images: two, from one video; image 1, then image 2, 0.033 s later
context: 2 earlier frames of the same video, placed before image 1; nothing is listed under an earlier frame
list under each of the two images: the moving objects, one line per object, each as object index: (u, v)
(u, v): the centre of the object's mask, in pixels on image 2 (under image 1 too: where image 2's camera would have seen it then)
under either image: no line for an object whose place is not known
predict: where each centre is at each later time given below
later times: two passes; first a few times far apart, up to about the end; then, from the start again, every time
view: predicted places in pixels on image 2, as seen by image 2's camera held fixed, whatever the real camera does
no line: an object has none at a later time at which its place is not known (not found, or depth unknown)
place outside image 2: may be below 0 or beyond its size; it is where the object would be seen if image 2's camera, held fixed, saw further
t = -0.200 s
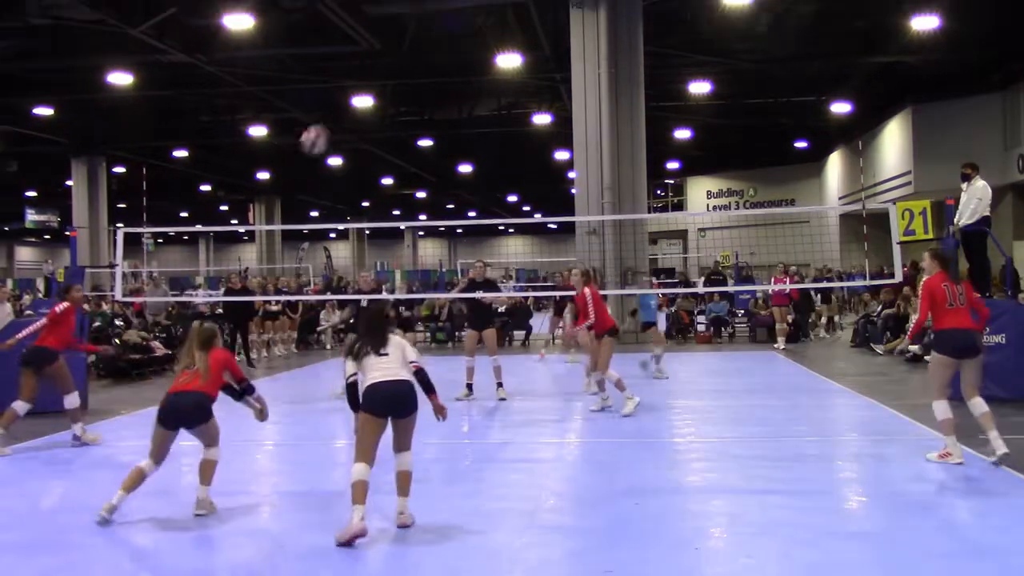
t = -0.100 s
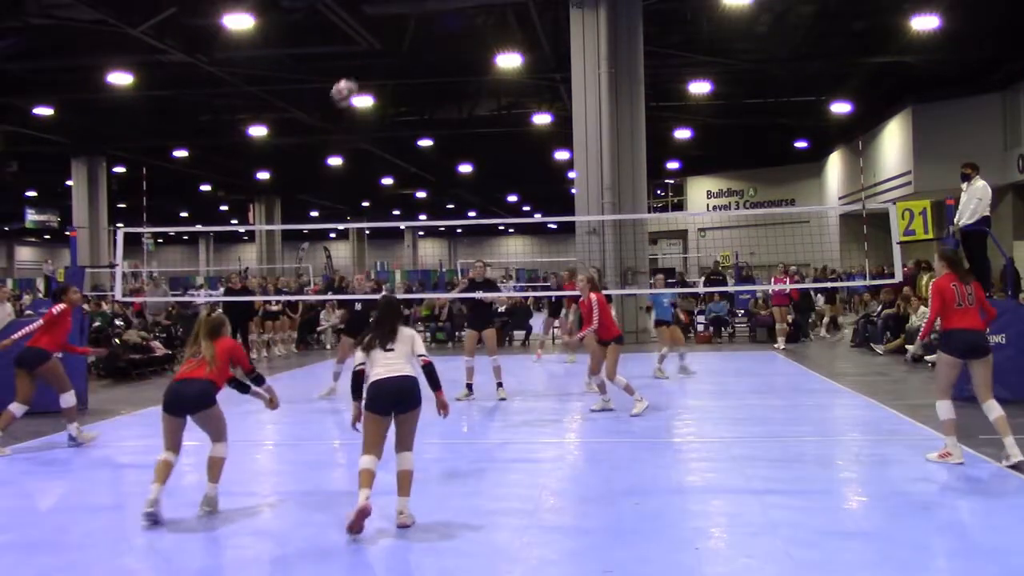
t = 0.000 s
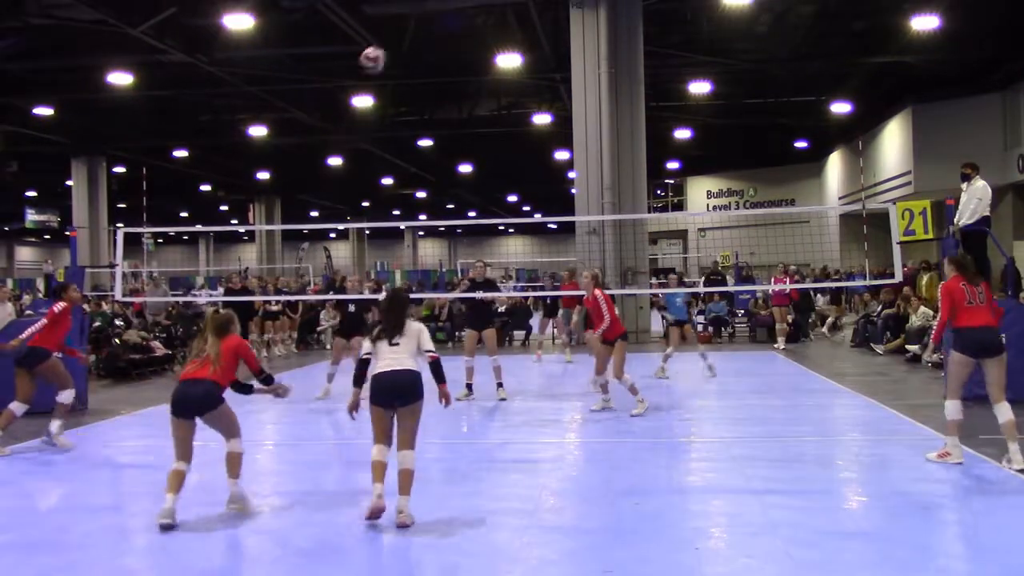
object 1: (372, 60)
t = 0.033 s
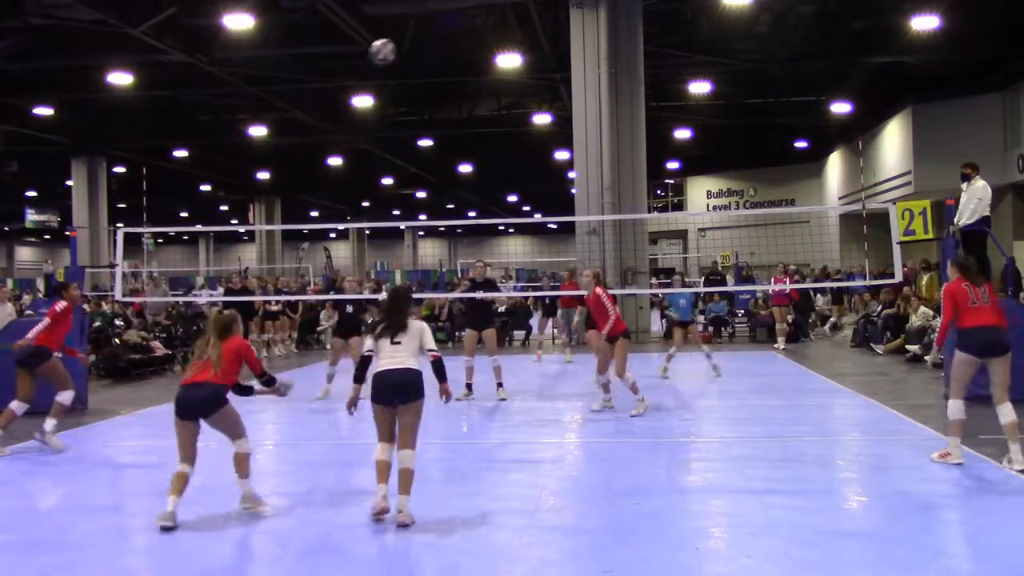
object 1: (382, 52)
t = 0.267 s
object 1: (441, 29)
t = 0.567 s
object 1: (509, 83)
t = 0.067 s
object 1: (391, 44)
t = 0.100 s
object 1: (400, 38)
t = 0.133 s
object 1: (409, 34)
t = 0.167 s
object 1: (417, 31)
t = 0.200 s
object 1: (425, 29)
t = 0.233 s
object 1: (433, 28)
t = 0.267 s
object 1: (441, 29)
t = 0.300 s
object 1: (449, 31)
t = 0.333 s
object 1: (457, 33)
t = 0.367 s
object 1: (465, 37)
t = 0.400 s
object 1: (472, 42)
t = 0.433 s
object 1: (480, 48)
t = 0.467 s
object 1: (486, 54)
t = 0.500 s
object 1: (492, 63)
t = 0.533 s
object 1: (501, 75)
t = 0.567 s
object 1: (509, 83)
